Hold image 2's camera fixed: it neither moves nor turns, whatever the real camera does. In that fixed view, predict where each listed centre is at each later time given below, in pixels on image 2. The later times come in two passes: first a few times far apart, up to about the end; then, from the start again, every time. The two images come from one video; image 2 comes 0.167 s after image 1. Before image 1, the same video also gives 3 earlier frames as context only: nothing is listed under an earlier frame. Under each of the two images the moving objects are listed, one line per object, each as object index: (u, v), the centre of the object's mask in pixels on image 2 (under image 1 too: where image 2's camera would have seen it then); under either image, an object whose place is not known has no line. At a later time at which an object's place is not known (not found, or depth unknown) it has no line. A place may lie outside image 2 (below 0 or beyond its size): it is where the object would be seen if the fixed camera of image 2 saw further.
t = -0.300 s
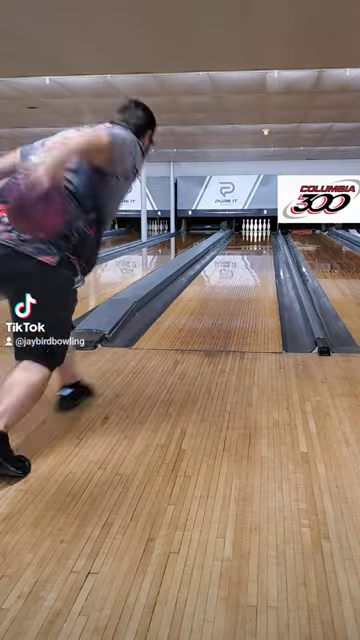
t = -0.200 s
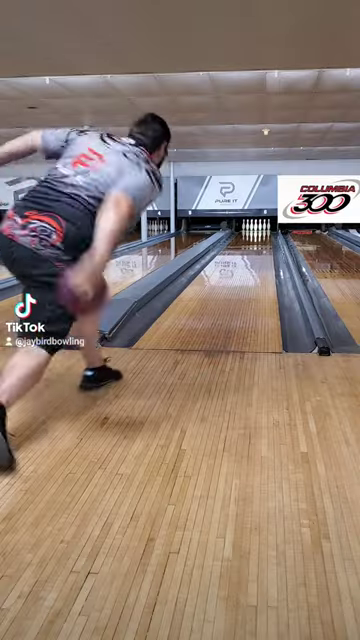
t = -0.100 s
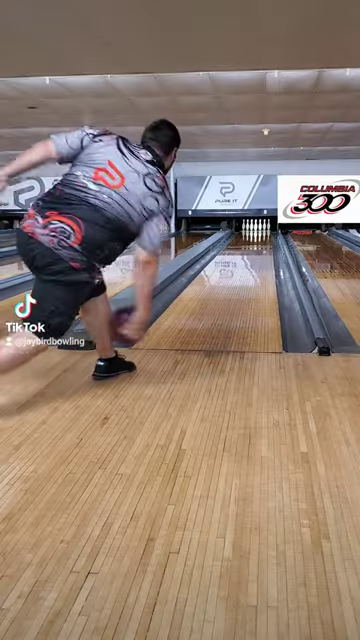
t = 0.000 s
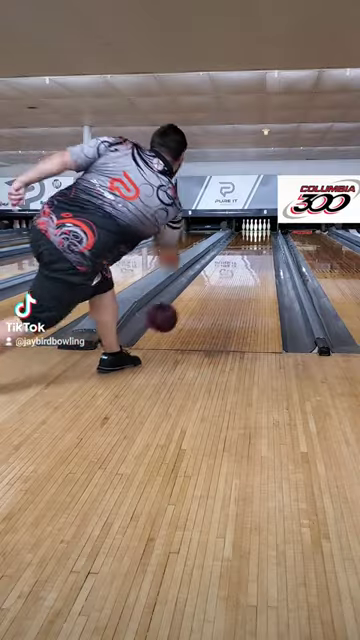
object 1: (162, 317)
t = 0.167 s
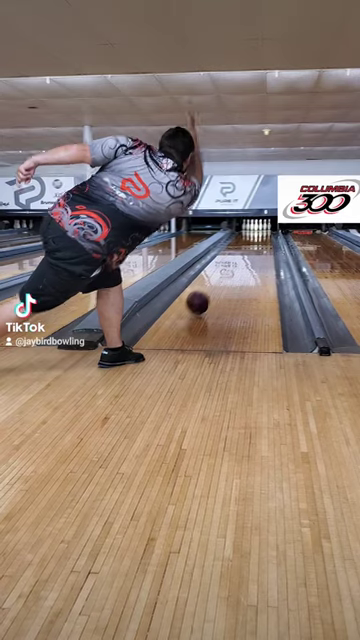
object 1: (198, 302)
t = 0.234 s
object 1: (206, 295)
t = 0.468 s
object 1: (229, 273)
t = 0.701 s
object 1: (243, 260)
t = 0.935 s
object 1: (252, 250)
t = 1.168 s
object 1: (257, 244)
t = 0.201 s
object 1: (202, 298)
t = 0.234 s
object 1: (206, 295)
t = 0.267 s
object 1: (210, 291)
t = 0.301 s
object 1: (214, 288)
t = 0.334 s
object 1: (218, 284)
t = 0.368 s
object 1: (222, 281)
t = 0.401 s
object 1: (224, 278)
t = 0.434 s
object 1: (226, 275)
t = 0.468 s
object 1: (229, 273)
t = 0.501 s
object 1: (232, 271)
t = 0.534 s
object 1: (234, 268)
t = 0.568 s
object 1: (236, 266)
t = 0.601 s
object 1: (238, 264)
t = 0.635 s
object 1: (240, 263)
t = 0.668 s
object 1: (241, 261)
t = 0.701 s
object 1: (243, 260)
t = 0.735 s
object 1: (244, 258)
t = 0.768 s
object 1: (246, 257)
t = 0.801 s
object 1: (247, 255)
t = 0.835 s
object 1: (248, 254)
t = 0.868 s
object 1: (249, 253)
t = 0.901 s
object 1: (250, 252)
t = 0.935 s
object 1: (252, 250)
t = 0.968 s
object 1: (253, 249)
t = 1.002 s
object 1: (253, 248)
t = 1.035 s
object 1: (254, 247)
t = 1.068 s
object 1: (255, 246)
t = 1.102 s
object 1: (256, 246)
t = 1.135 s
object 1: (256, 245)
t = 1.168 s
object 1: (257, 244)
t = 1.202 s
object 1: (258, 243)
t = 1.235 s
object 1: (259, 242)
